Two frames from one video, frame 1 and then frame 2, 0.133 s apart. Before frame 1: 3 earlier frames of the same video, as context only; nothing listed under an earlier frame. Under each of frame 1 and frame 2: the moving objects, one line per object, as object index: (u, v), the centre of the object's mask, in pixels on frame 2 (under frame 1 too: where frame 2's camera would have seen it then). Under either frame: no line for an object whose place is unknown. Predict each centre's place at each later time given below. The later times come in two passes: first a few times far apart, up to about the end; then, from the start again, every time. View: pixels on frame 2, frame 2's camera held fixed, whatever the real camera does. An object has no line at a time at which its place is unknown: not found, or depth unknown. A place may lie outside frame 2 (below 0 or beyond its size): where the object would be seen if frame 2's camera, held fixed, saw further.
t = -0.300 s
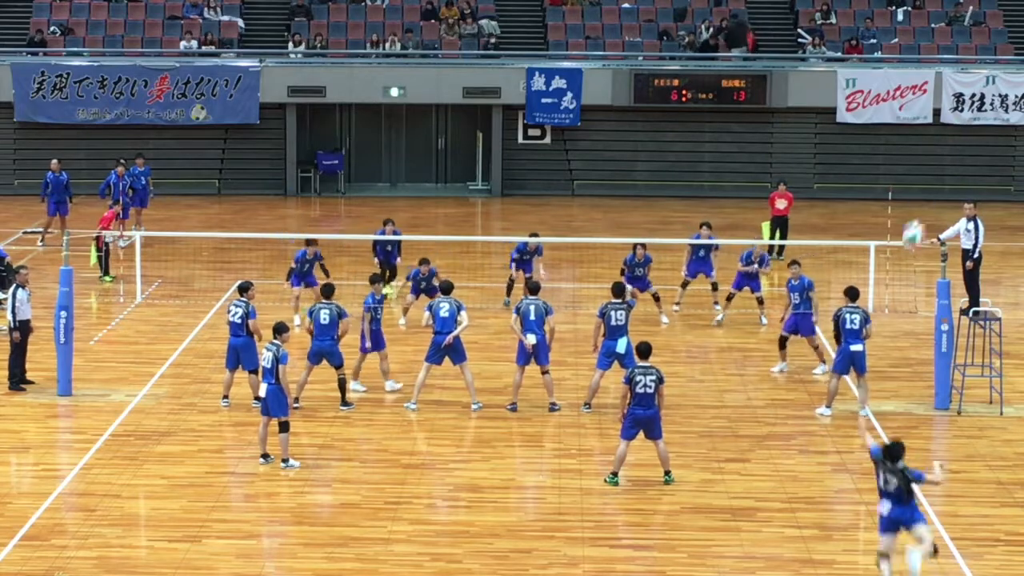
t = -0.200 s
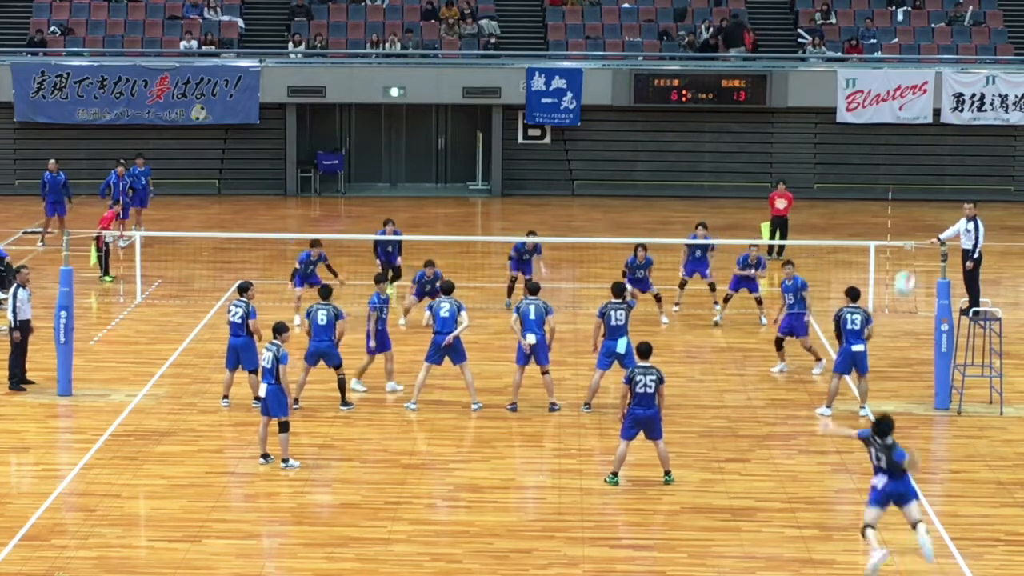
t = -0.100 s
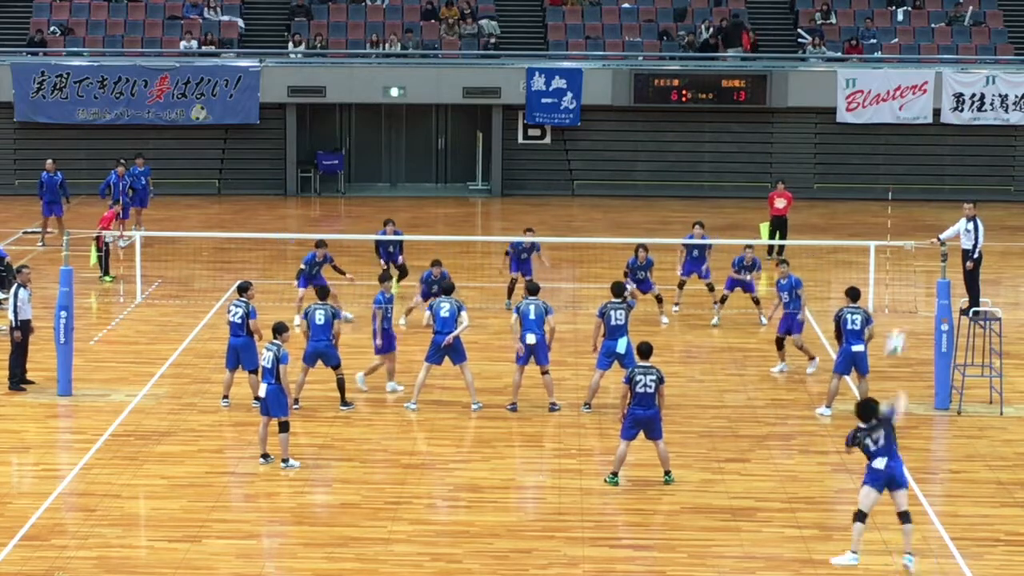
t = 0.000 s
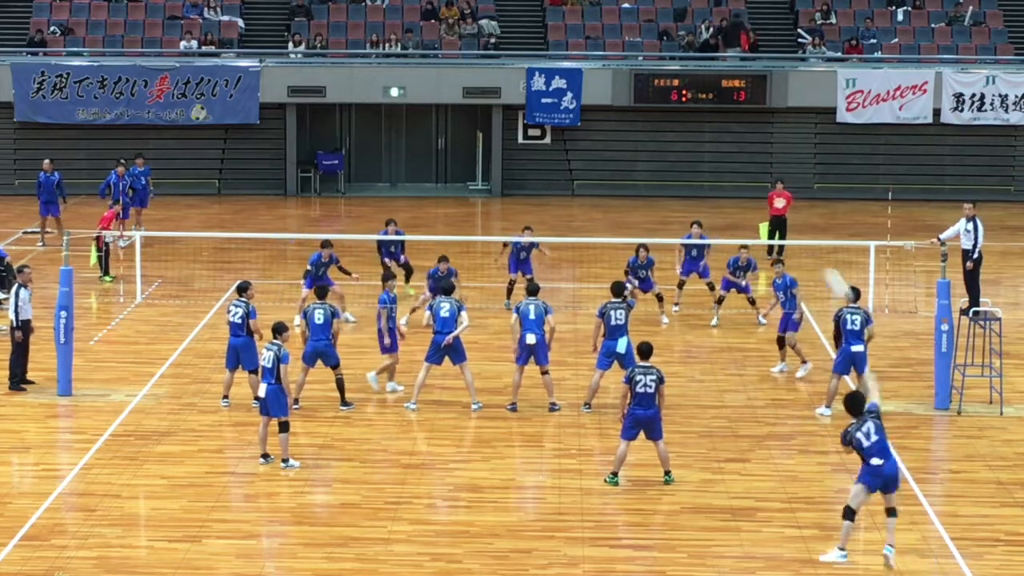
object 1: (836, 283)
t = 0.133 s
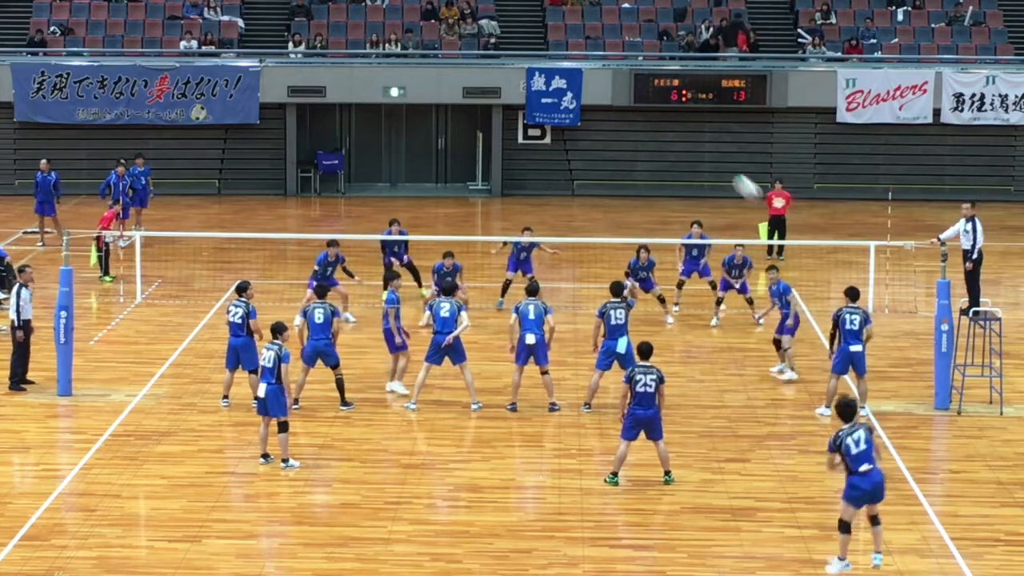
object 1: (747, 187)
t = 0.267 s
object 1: (672, 138)
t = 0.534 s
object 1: (551, 118)
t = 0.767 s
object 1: (469, 156)
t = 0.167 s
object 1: (727, 172)
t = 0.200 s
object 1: (708, 159)
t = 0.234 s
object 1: (690, 147)
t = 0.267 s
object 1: (672, 138)
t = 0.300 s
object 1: (655, 130)
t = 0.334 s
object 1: (638, 124)
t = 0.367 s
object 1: (622, 119)
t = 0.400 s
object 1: (607, 117)
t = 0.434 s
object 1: (592, 115)
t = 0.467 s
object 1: (579, 114)
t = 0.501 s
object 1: (564, 116)
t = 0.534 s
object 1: (551, 118)
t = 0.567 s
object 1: (538, 121)
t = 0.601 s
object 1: (526, 124)
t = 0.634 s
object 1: (512, 130)
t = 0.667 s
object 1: (502, 135)
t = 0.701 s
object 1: (491, 142)
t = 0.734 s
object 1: (480, 148)
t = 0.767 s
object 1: (469, 156)
